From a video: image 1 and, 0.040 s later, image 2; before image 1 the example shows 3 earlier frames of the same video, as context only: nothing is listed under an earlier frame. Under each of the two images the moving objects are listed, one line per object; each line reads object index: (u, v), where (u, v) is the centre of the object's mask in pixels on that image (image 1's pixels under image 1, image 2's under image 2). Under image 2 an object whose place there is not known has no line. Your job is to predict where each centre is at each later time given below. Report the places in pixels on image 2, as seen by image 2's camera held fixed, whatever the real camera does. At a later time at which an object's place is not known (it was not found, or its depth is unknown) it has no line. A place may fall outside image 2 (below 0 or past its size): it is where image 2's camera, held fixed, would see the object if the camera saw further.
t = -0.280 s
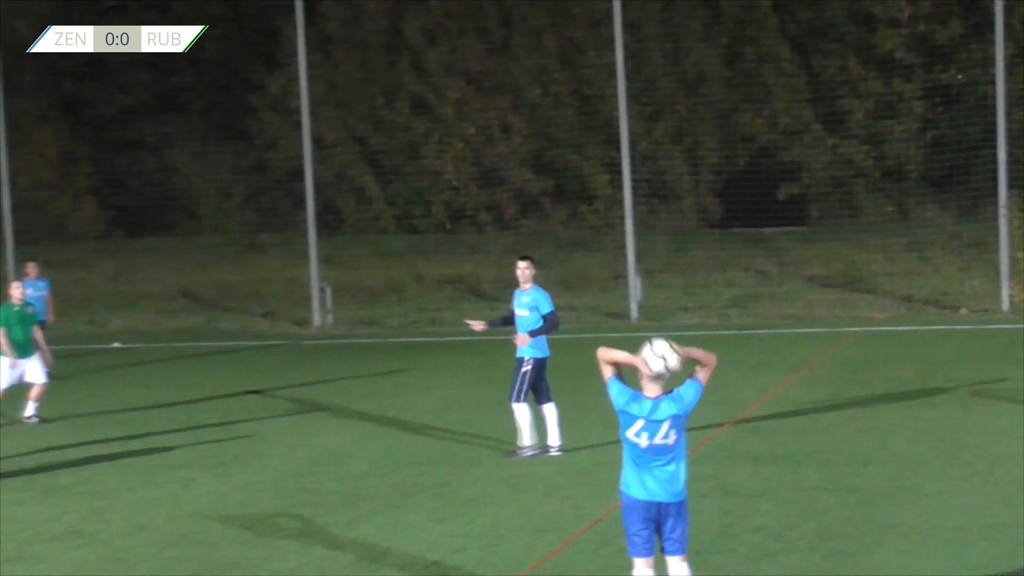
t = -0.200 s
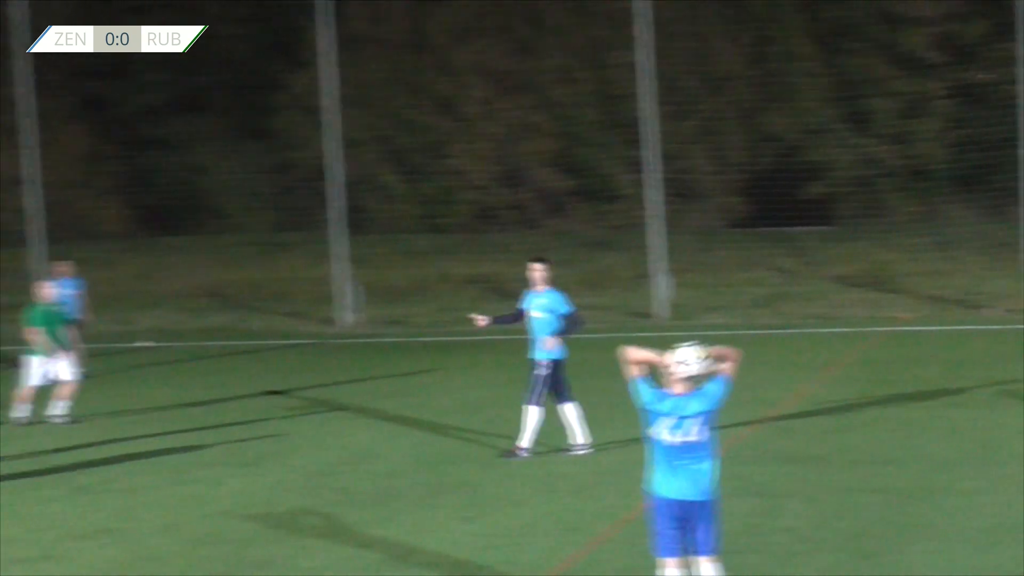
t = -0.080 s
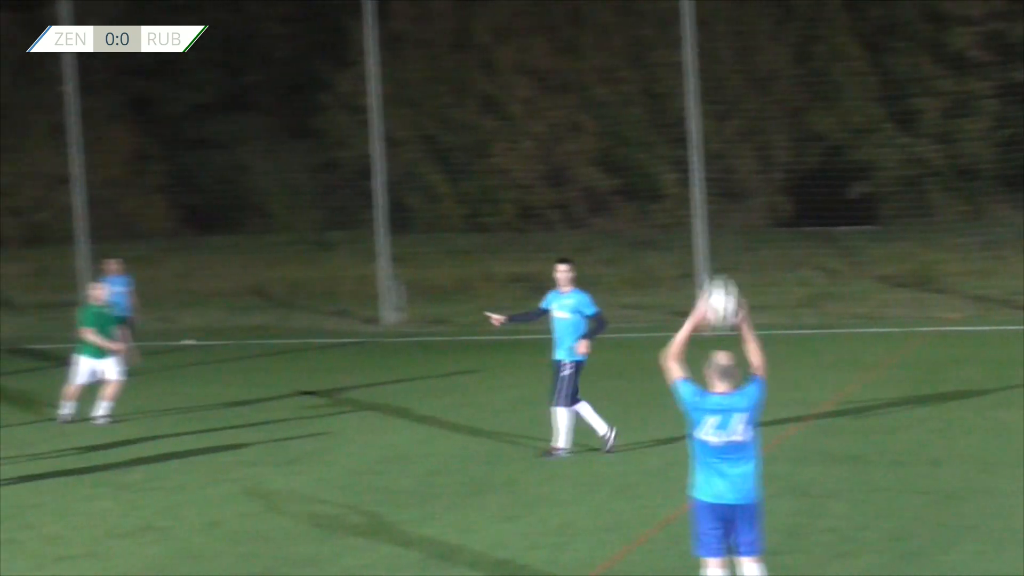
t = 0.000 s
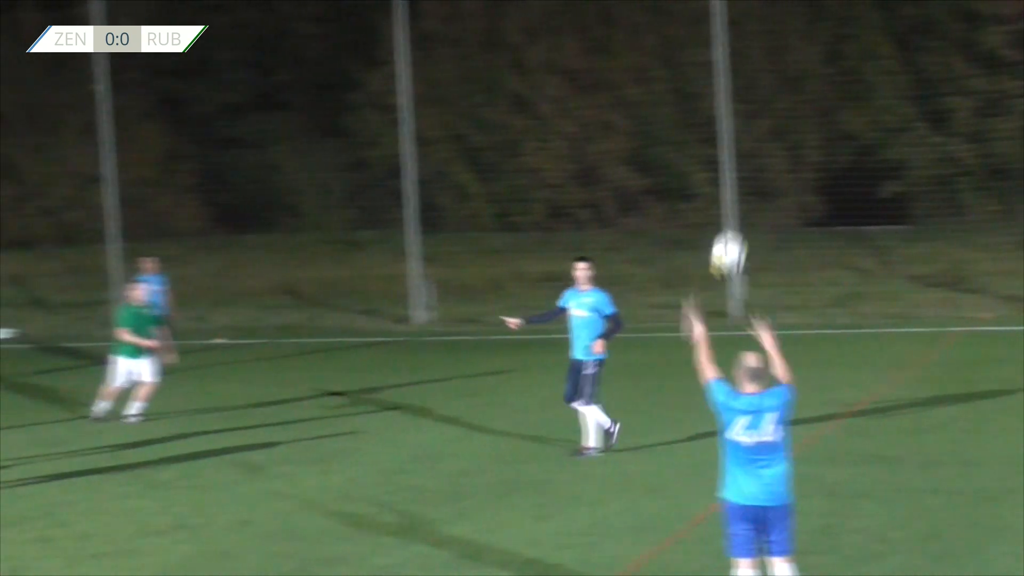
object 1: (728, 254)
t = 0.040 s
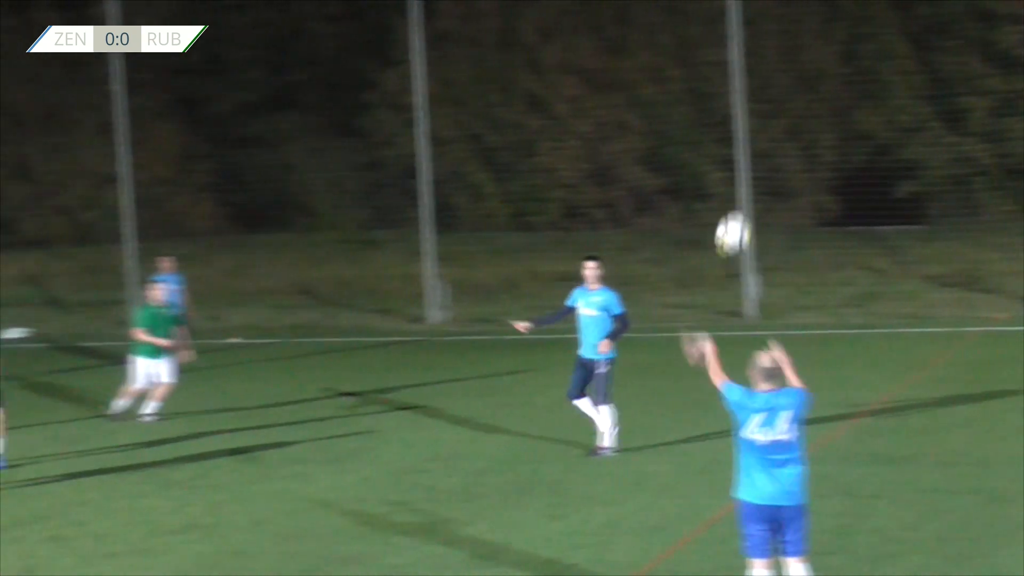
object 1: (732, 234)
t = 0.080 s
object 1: (722, 218)
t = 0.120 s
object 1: (714, 205)
